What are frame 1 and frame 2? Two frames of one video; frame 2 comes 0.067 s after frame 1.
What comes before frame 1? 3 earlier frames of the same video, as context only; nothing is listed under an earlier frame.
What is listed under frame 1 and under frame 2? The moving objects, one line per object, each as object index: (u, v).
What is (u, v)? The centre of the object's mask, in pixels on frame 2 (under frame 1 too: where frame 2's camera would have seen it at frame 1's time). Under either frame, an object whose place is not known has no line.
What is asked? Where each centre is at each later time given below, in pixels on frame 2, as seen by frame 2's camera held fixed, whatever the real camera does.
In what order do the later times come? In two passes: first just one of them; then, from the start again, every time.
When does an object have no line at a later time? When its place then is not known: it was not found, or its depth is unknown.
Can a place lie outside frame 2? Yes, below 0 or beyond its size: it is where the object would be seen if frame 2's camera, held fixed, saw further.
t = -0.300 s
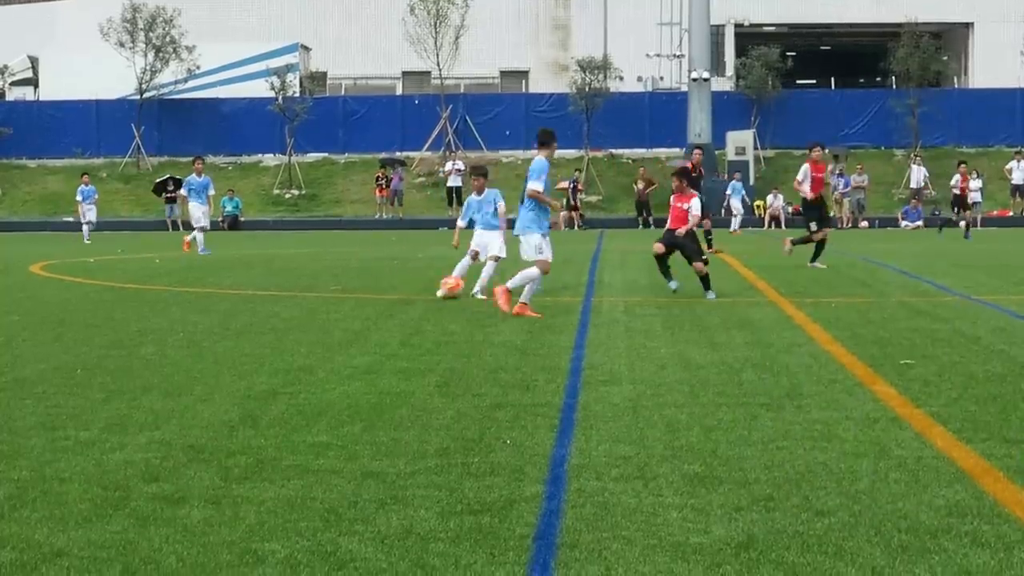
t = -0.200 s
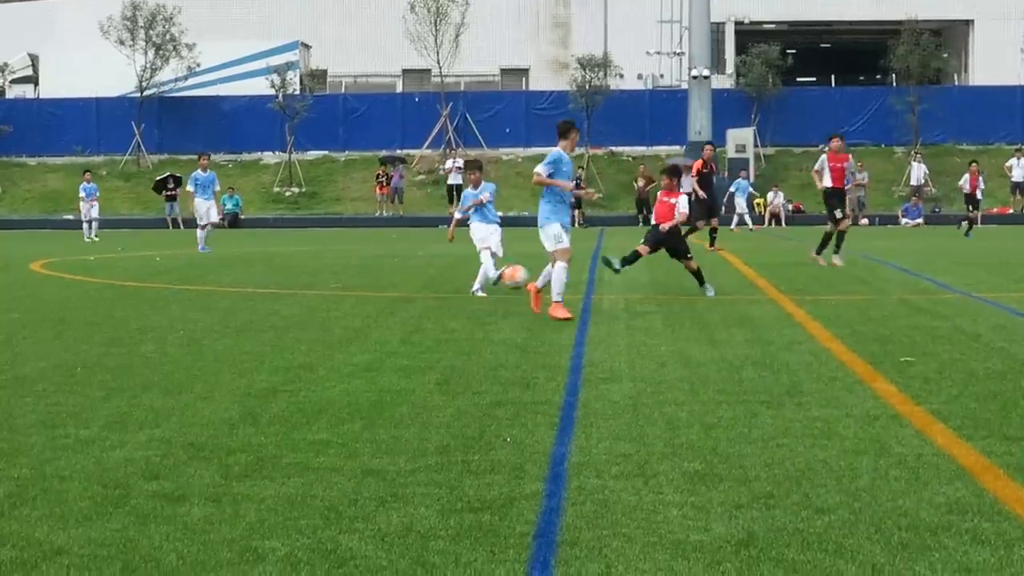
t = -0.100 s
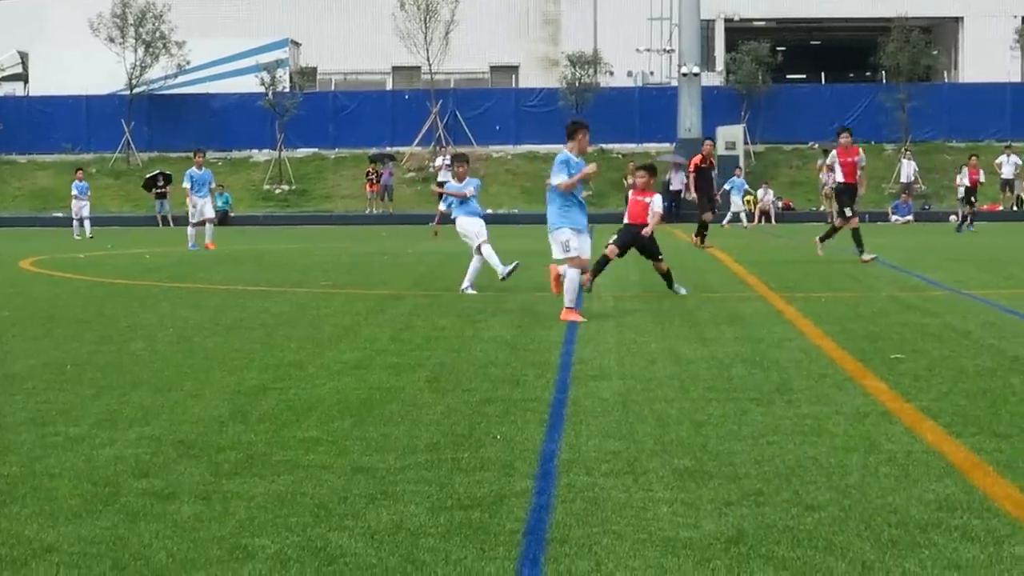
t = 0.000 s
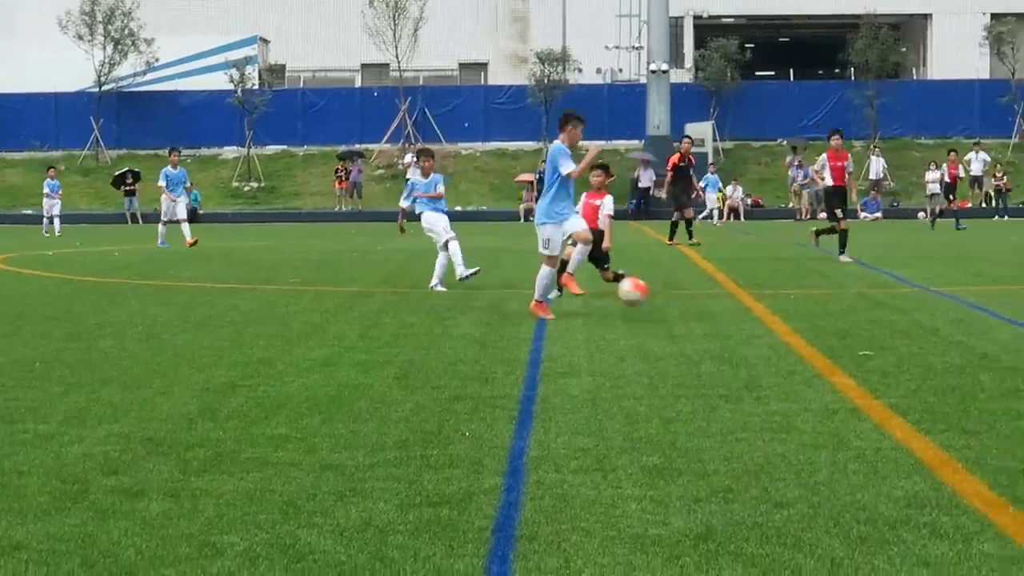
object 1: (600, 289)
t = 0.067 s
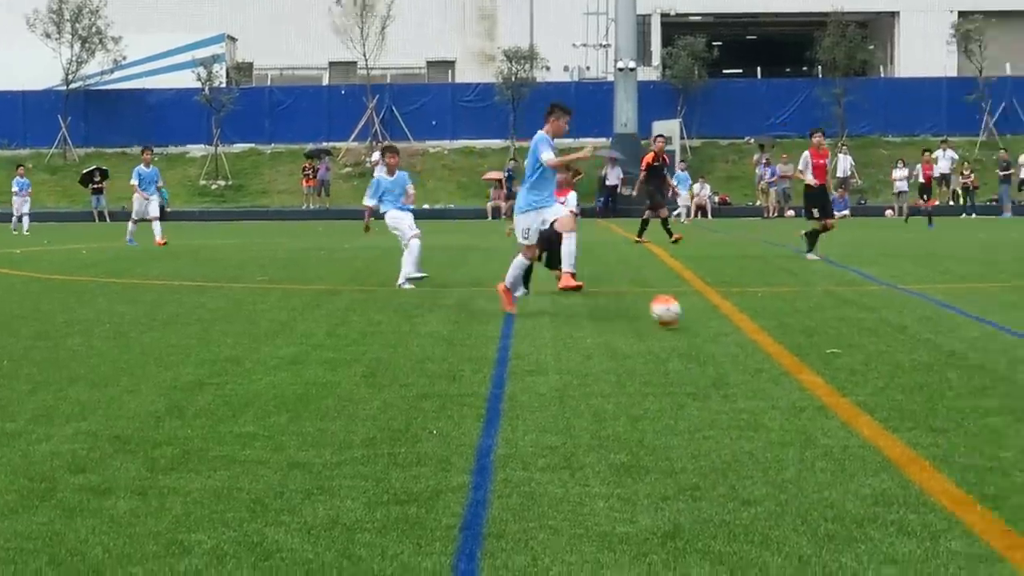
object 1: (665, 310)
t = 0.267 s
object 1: (857, 310)
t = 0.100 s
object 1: (699, 322)
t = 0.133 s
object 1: (729, 319)
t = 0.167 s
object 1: (759, 314)
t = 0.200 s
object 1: (789, 310)
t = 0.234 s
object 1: (823, 310)
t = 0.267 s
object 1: (857, 310)
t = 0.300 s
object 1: (894, 312)
